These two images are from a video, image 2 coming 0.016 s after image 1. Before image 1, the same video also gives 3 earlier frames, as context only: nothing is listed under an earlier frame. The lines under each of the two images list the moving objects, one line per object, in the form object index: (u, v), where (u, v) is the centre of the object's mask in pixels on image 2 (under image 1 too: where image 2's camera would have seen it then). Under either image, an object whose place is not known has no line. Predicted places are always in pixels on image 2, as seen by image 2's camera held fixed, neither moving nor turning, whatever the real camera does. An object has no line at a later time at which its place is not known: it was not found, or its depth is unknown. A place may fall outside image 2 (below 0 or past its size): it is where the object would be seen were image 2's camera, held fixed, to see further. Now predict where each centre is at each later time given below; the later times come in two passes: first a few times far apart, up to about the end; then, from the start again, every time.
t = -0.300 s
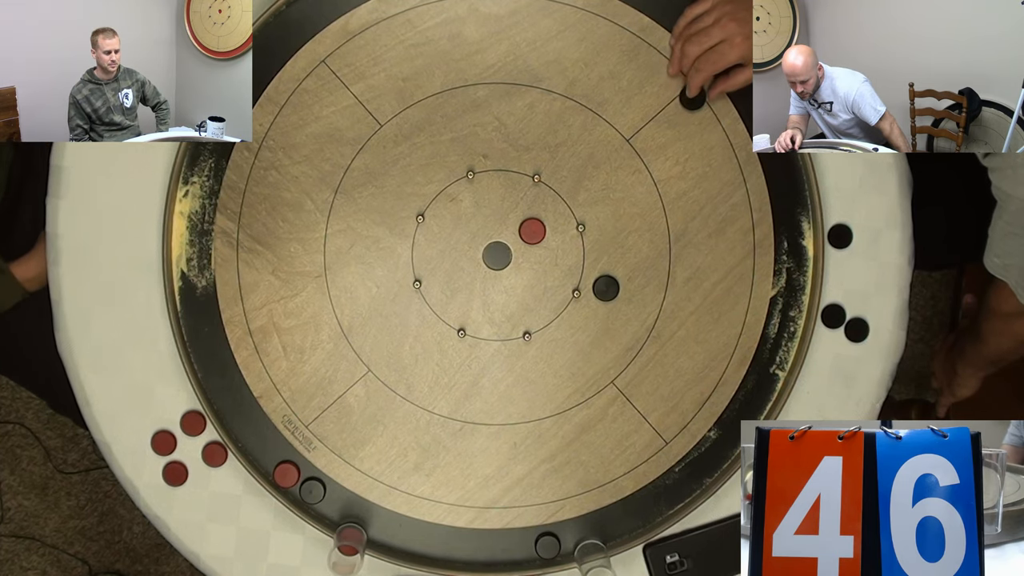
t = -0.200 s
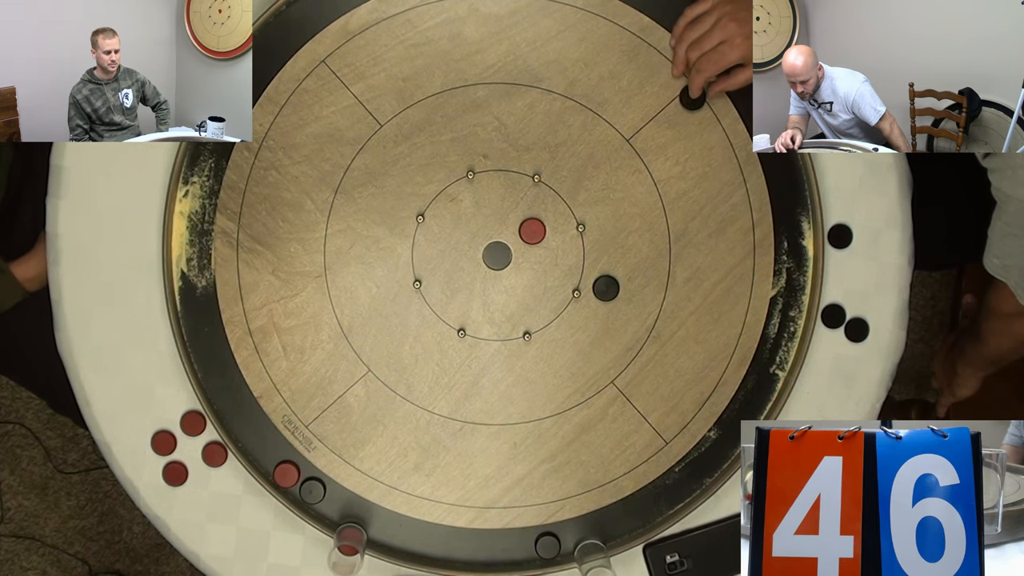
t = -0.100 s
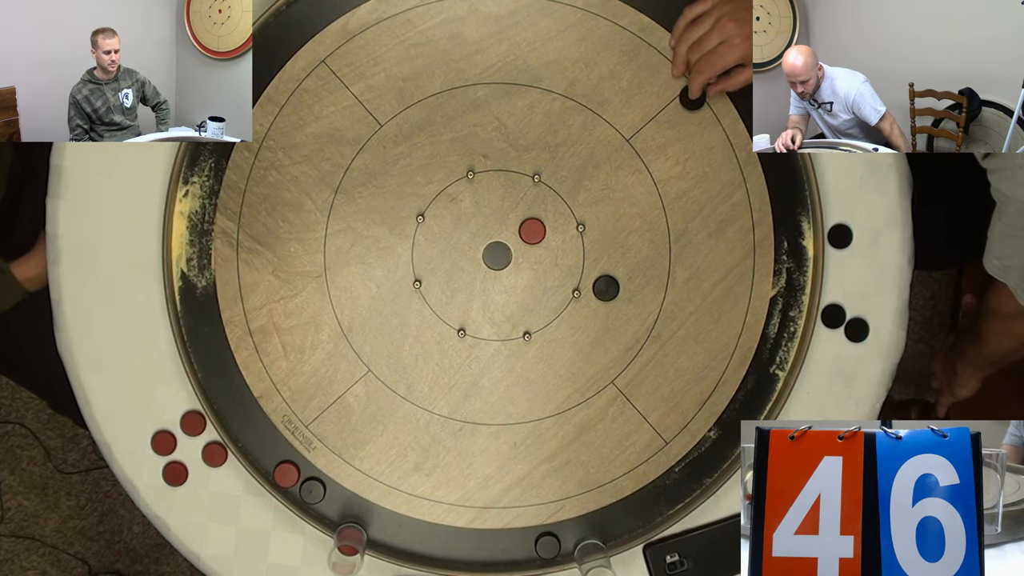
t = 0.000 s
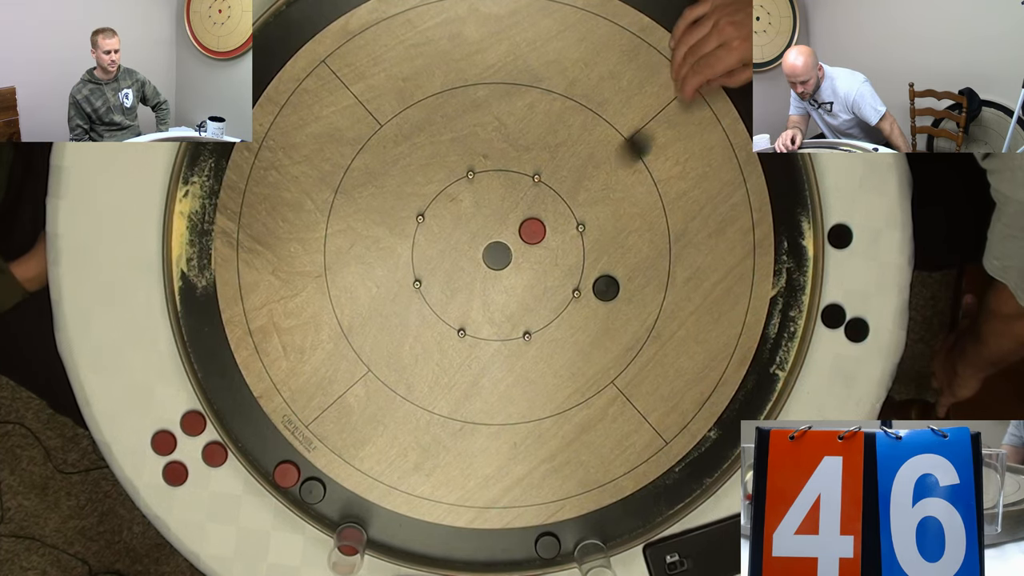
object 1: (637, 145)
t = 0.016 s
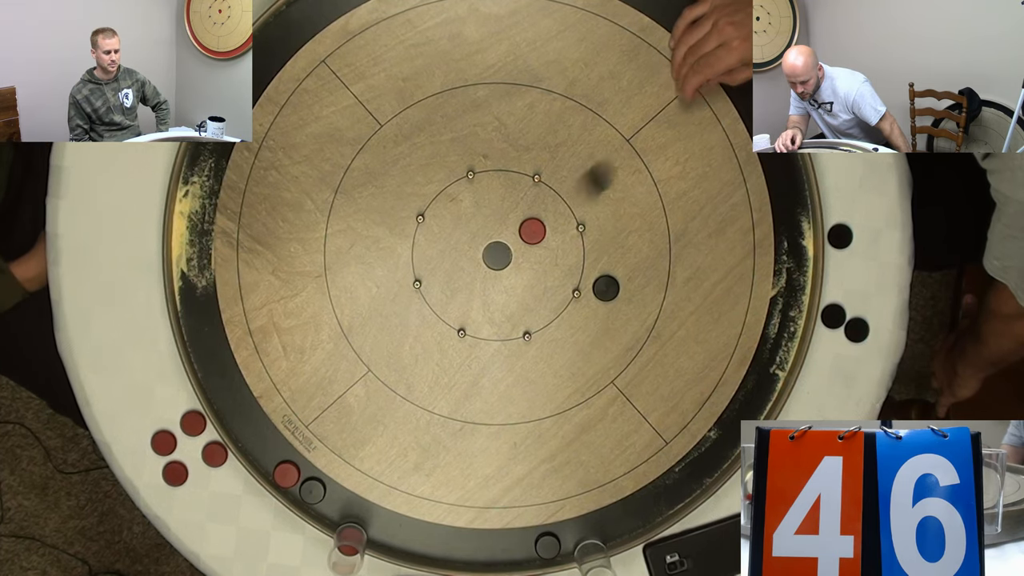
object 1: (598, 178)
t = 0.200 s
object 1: (527, 272)
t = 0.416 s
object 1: (501, 324)
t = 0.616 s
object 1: (495, 334)
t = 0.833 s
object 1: (495, 334)
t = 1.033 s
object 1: (495, 334)
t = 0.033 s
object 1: (556, 215)
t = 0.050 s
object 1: (552, 221)
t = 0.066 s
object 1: (549, 227)
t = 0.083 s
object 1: (546, 233)
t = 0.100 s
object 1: (543, 239)
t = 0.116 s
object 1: (540, 245)
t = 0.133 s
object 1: (538, 250)
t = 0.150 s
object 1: (535, 256)
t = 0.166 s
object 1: (532, 261)
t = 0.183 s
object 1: (529, 267)
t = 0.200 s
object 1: (527, 272)
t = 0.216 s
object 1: (524, 277)
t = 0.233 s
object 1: (522, 282)
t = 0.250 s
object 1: (519, 287)
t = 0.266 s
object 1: (517, 292)
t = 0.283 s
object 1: (514, 297)
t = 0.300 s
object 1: (512, 301)
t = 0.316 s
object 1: (510, 305)
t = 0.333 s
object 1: (508, 309)
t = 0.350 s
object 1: (507, 312)
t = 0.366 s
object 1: (505, 316)
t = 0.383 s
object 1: (503, 319)
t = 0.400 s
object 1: (502, 322)
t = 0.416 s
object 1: (501, 324)
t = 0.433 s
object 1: (500, 326)
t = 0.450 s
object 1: (498, 328)
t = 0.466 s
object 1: (498, 330)
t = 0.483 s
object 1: (497, 331)
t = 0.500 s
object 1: (496, 332)
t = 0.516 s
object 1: (496, 333)
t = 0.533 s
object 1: (496, 334)
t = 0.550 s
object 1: (496, 334)
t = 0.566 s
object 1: (495, 334)
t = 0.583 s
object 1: (495, 334)
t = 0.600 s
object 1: (495, 334)
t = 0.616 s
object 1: (495, 334)
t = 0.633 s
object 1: (495, 334)
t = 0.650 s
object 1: (495, 334)
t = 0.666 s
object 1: (495, 334)
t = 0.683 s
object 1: (495, 334)
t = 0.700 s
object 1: (495, 334)
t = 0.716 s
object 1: (495, 334)
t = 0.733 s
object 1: (495, 334)
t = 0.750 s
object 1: (495, 334)
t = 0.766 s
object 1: (495, 334)
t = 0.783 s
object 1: (495, 334)
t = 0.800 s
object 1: (495, 334)
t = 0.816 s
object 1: (495, 334)
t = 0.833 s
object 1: (495, 334)
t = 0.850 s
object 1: (495, 334)
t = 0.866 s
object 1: (495, 334)
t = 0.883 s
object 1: (495, 334)
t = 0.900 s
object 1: (495, 334)
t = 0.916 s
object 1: (495, 334)
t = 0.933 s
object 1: (495, 334)
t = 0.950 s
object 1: (495, 334)
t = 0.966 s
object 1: (495, 334)
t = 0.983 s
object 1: (495, 334)
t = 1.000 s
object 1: (495, 334)
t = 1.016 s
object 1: (495, 334)
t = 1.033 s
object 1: (495, 334)
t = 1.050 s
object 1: (495, 334)
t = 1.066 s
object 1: (495, 334)
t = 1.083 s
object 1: (495, 334)
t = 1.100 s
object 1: (495, 334)
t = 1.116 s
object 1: (495, 334)
